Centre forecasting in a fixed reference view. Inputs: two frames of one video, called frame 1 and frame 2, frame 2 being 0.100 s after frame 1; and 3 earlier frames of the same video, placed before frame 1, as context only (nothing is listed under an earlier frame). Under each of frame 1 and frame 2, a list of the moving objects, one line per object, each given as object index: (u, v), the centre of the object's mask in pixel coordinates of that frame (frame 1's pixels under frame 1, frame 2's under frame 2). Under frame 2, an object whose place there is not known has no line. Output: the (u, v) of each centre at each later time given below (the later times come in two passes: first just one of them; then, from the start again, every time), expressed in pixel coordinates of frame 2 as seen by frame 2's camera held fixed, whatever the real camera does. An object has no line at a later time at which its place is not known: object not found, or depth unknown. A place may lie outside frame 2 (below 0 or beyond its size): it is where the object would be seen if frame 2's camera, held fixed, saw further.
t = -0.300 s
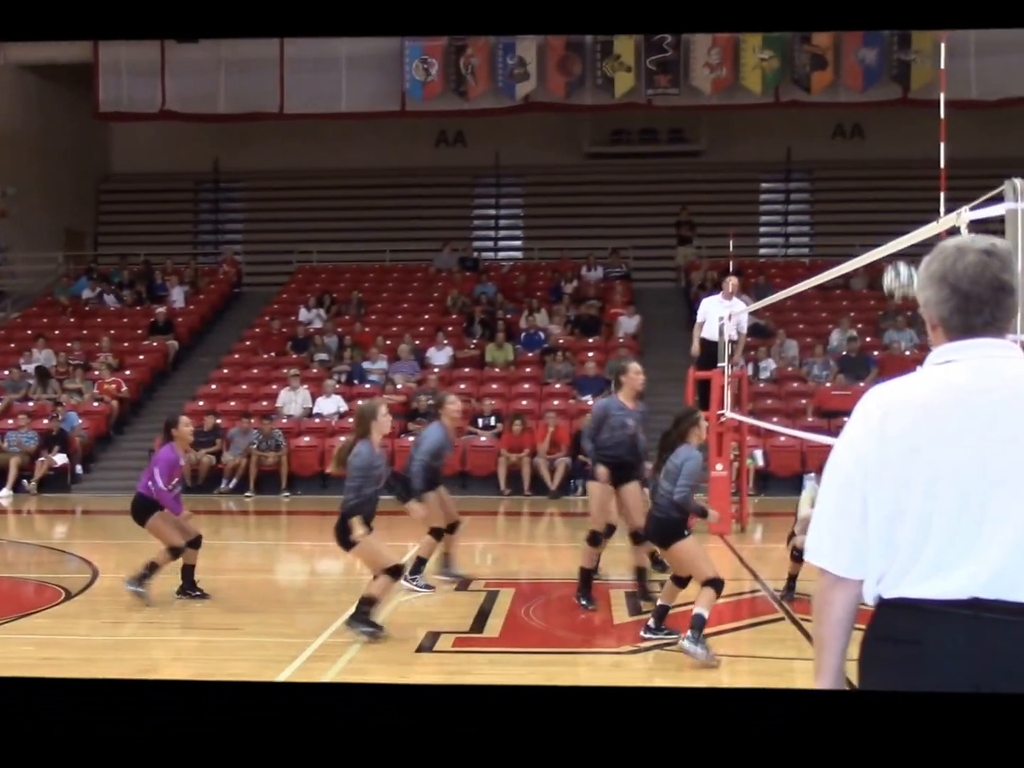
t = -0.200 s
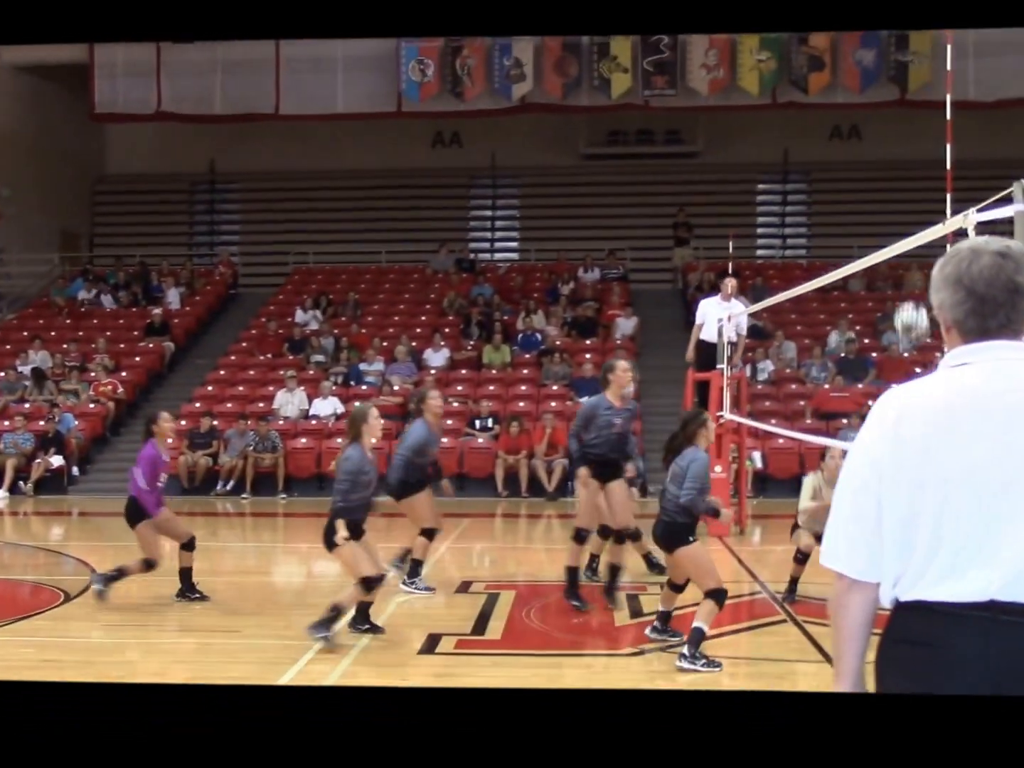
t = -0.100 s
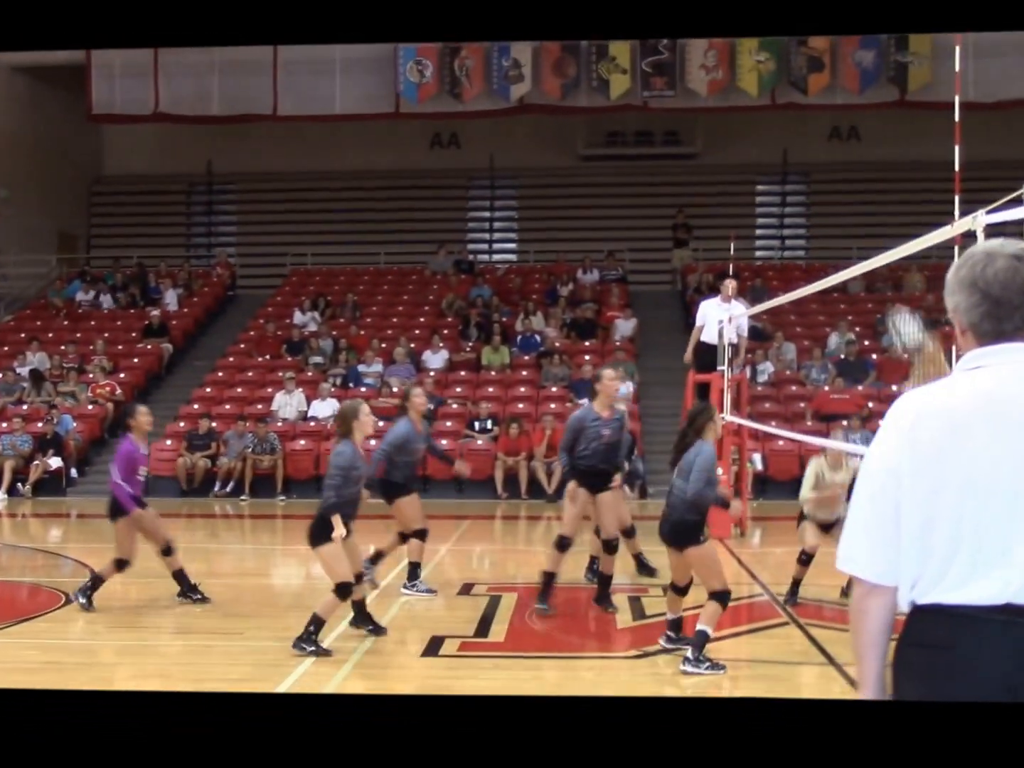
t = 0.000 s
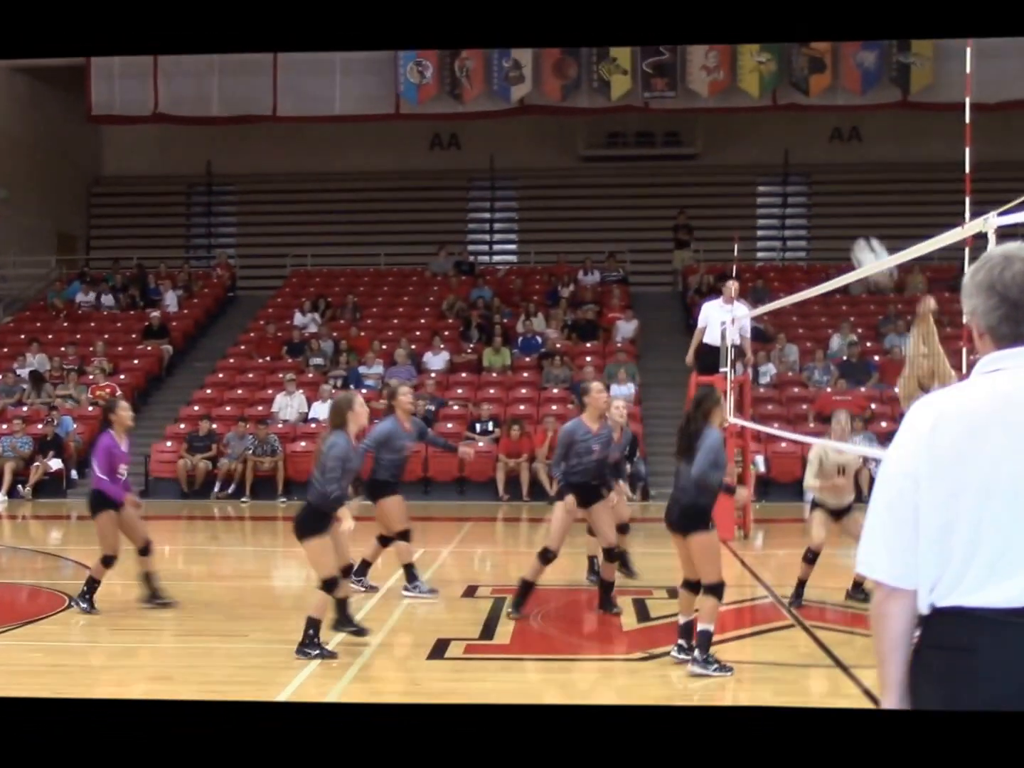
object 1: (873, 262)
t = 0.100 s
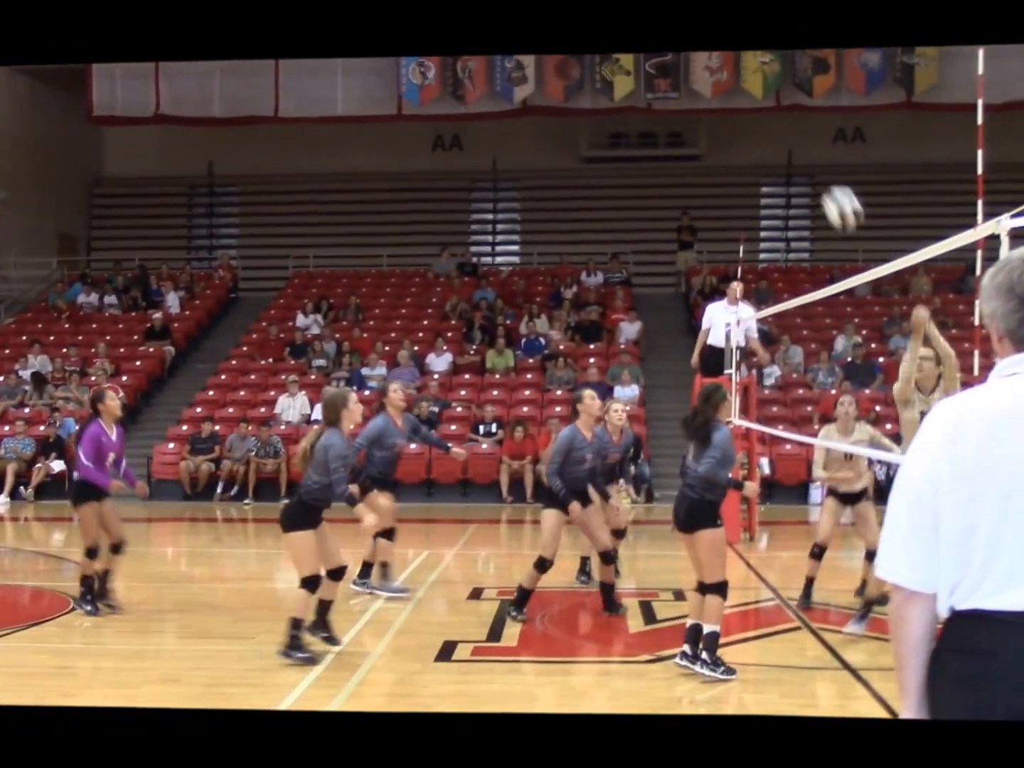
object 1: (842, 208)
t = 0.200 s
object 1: (806, 168)
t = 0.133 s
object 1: (830, 193)
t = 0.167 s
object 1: (818, 180)
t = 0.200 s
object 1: (806, 168)
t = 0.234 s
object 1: (794, 159)
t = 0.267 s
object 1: (783, 151)
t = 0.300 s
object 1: (770, 146)
